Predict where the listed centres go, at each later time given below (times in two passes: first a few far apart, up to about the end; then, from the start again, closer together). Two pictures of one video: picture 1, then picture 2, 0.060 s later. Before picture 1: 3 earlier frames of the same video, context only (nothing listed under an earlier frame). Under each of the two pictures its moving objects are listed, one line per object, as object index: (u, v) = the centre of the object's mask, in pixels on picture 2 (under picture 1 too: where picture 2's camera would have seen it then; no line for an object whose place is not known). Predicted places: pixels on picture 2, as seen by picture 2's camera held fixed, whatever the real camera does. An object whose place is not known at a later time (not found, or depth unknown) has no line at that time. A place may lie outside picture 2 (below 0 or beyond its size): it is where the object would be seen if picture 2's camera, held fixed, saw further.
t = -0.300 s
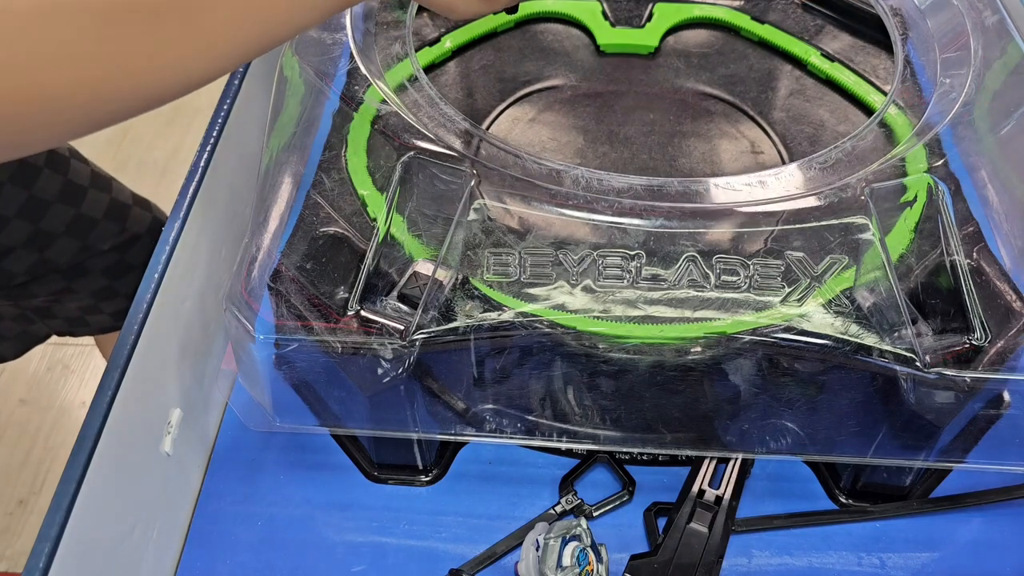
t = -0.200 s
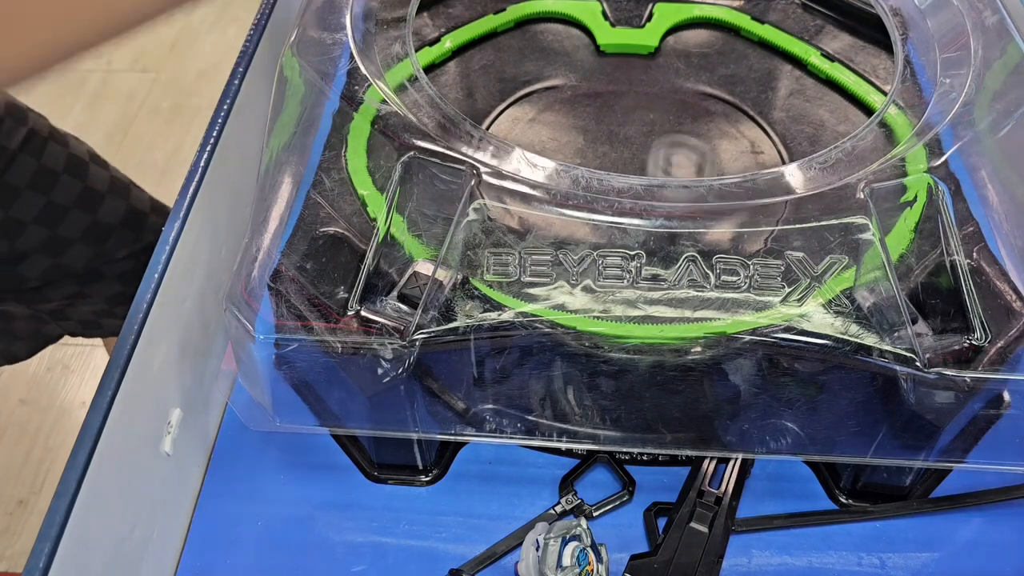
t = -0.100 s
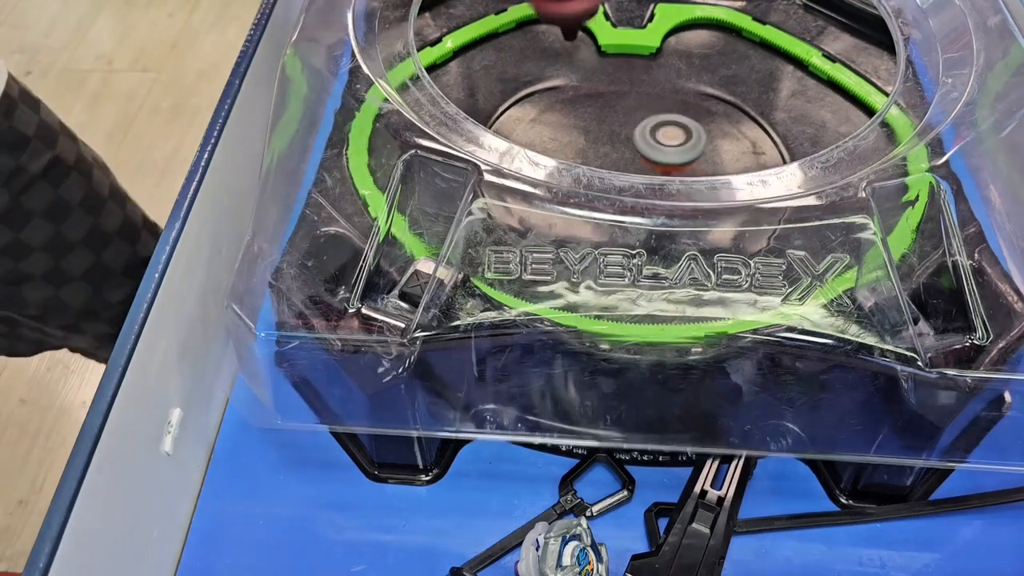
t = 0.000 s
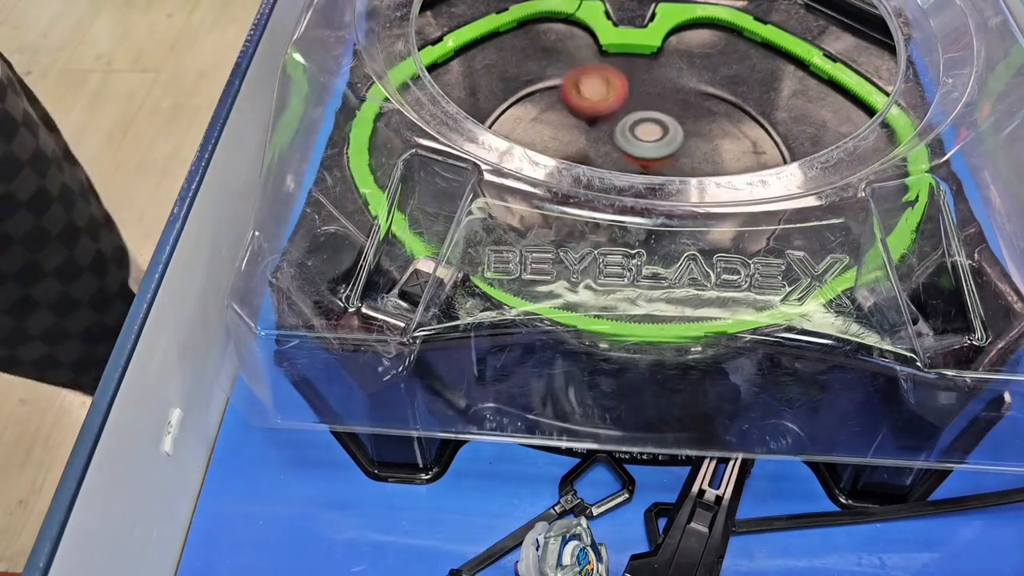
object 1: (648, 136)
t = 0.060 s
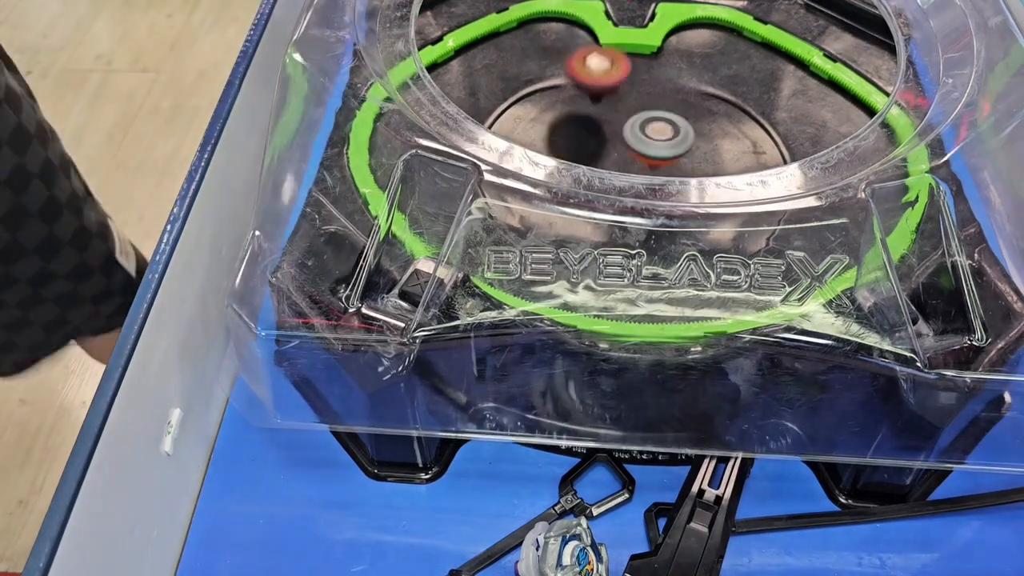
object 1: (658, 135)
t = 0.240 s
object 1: (684, 165)
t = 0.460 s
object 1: (643, 114)
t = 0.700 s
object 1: (487, 111)
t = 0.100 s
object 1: (668, 151)
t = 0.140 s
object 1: (672, 162)
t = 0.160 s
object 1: (675, 162)
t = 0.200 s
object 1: (681, 165)
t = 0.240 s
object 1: (684, 165)
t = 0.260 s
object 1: (685, 164)
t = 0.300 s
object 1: (688, 159)
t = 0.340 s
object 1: (686, 153)
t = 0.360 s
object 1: (683, 148)
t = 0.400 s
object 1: (668, 130)
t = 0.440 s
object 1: (652, 120)
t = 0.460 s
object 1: (643, 114)
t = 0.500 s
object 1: (611, 103)
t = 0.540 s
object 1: (588, 99)
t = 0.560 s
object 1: (578, 97)
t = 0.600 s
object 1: (544, 94)
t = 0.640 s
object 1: (522, 97)
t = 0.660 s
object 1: (511, 100)
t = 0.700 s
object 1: (487, 111)
